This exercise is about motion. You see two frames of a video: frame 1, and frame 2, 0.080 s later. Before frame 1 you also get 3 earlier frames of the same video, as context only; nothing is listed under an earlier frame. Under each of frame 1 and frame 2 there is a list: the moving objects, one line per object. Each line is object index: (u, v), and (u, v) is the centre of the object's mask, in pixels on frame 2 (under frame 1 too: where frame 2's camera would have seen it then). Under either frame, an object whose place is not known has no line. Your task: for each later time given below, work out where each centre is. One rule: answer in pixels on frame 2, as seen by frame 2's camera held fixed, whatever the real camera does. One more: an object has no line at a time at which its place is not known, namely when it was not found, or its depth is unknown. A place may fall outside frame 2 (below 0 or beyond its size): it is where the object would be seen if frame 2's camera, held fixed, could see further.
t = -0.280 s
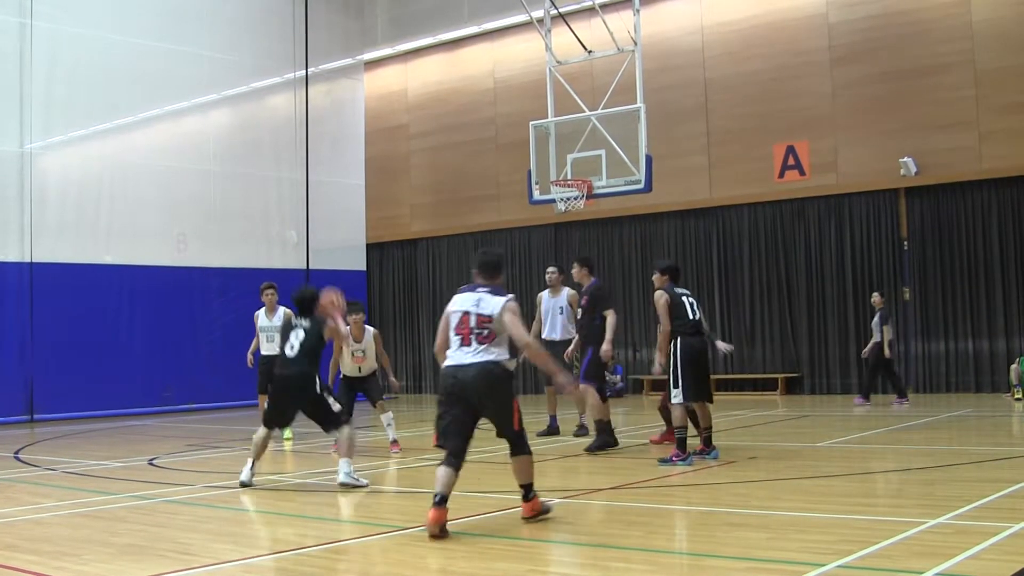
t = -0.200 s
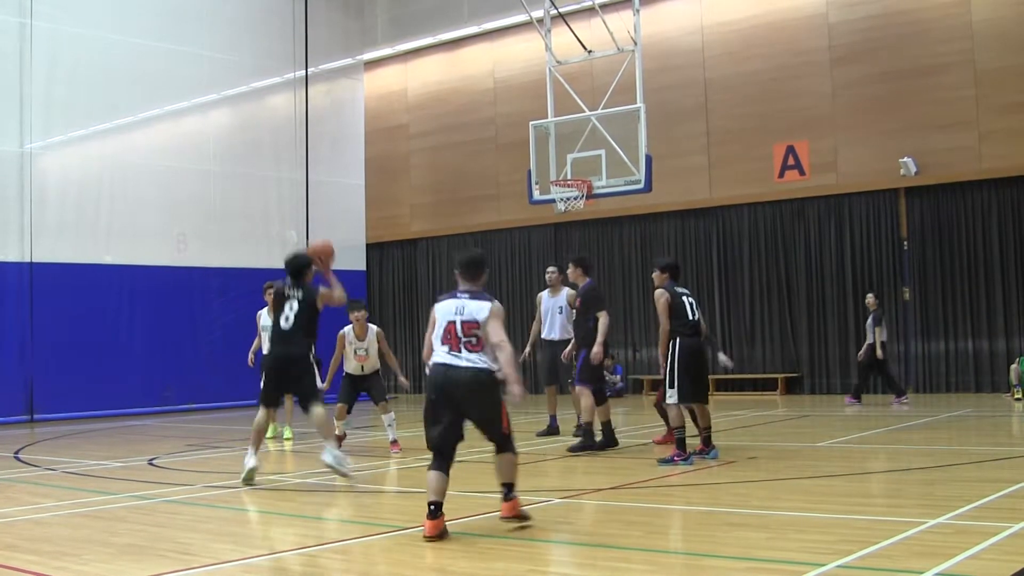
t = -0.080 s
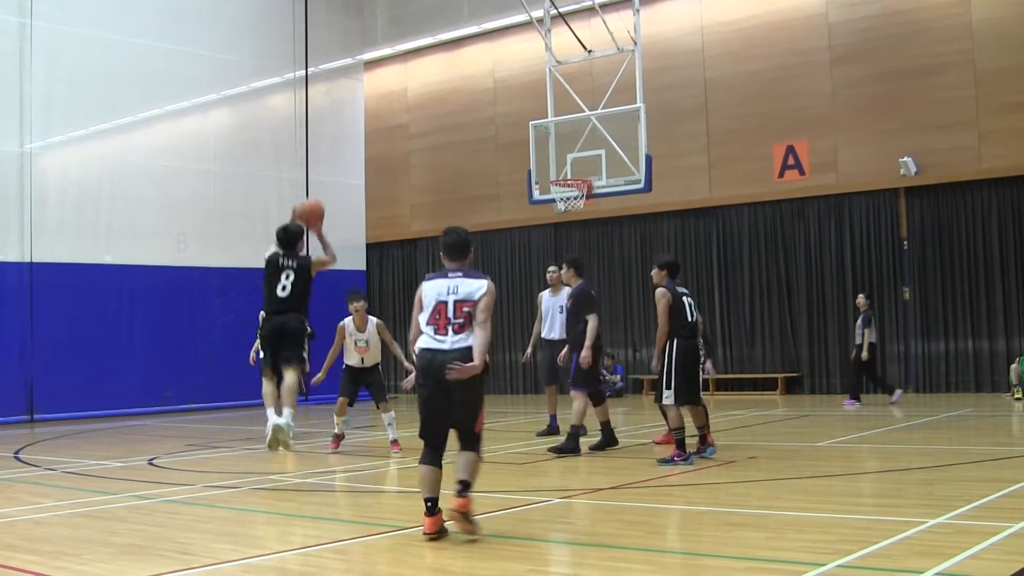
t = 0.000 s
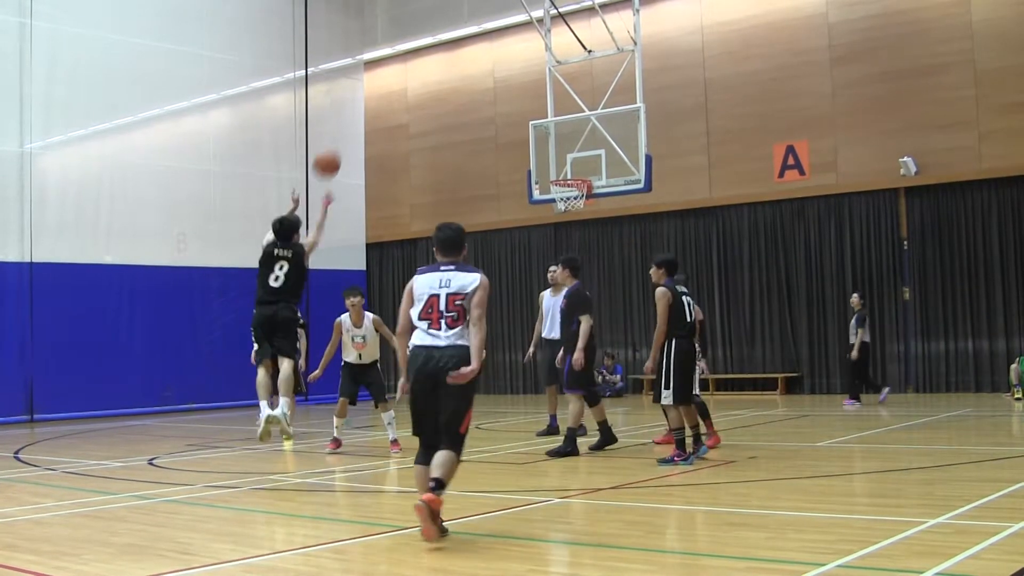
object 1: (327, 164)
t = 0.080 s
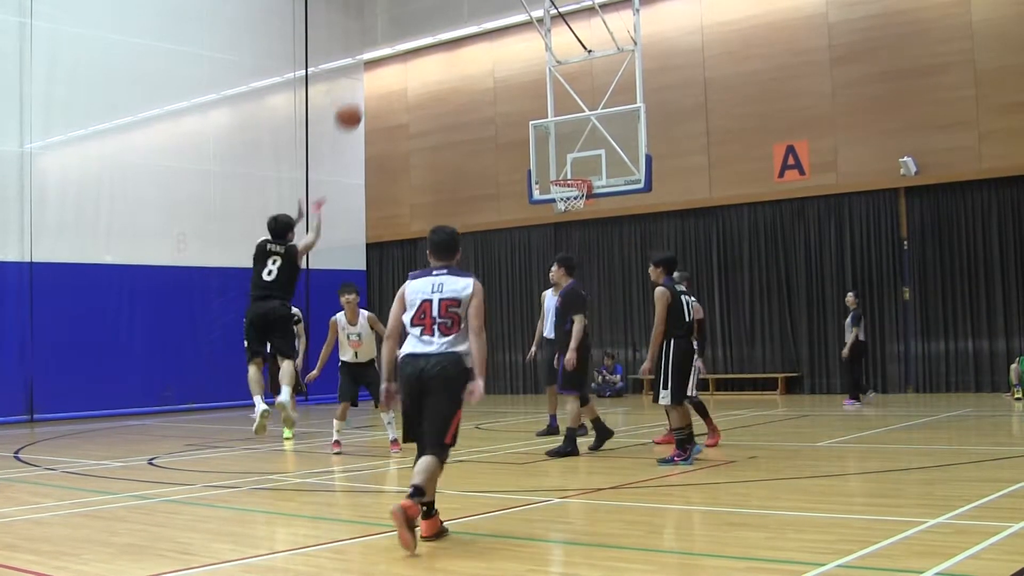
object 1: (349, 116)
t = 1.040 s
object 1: (535, 115)
